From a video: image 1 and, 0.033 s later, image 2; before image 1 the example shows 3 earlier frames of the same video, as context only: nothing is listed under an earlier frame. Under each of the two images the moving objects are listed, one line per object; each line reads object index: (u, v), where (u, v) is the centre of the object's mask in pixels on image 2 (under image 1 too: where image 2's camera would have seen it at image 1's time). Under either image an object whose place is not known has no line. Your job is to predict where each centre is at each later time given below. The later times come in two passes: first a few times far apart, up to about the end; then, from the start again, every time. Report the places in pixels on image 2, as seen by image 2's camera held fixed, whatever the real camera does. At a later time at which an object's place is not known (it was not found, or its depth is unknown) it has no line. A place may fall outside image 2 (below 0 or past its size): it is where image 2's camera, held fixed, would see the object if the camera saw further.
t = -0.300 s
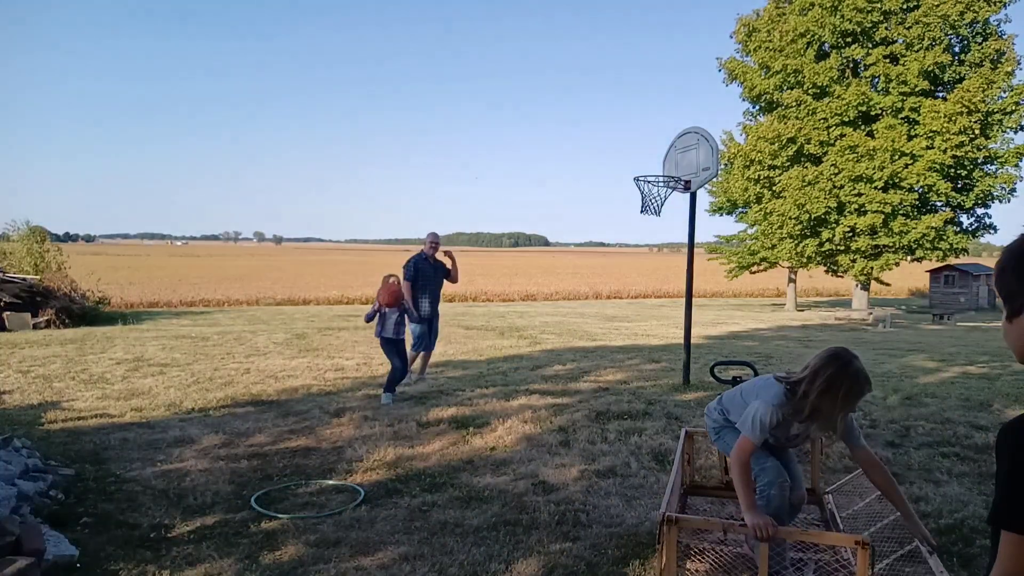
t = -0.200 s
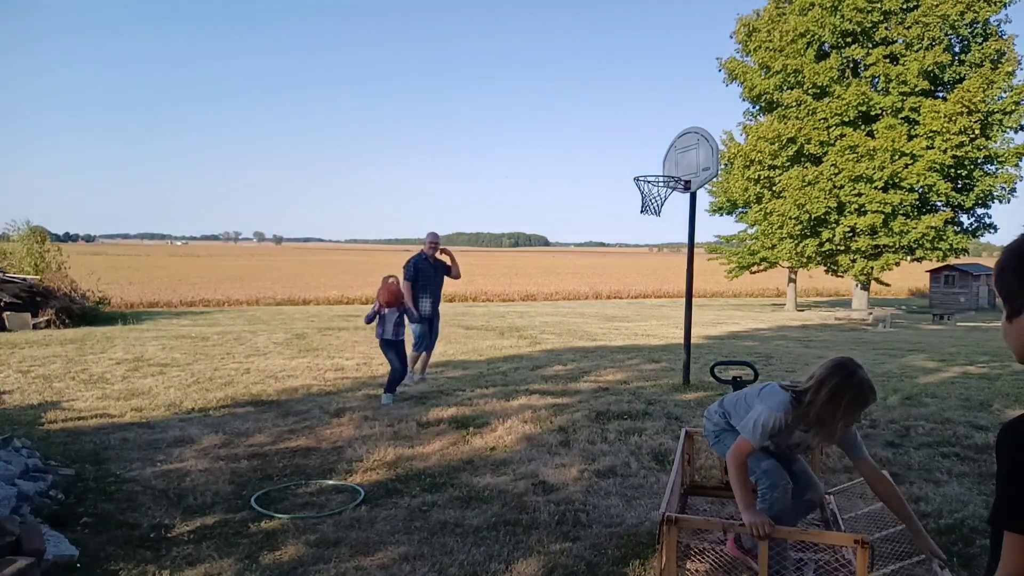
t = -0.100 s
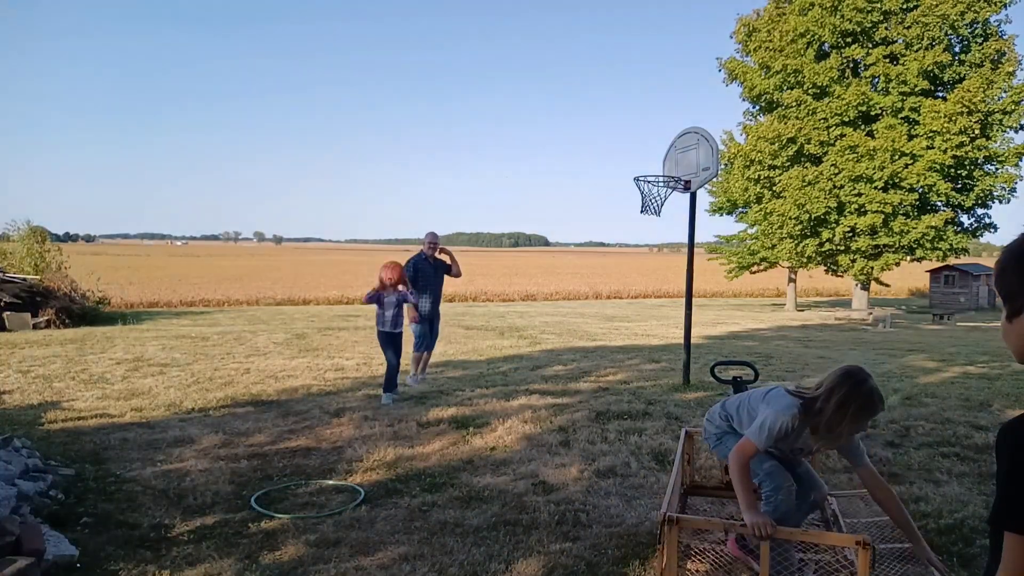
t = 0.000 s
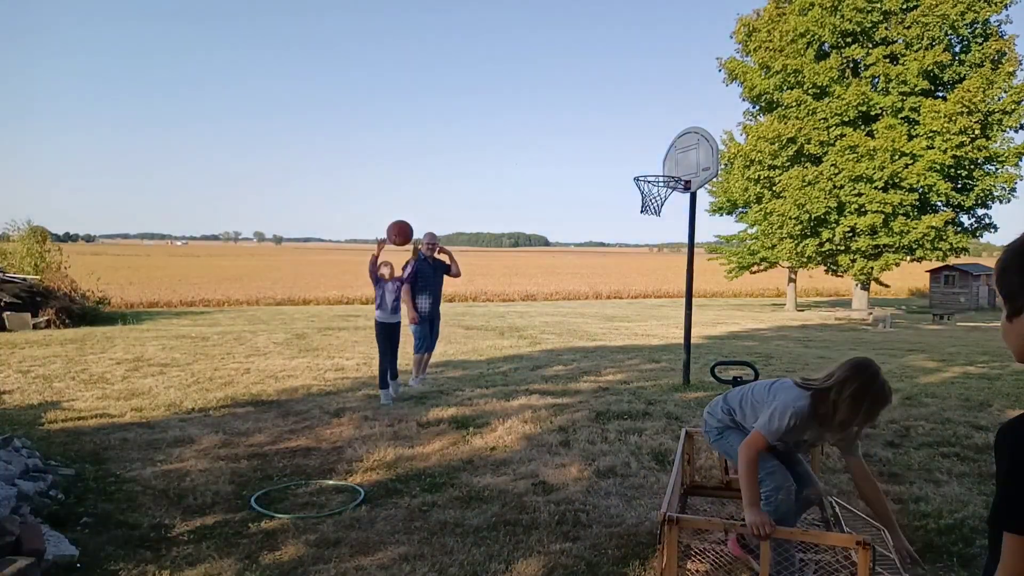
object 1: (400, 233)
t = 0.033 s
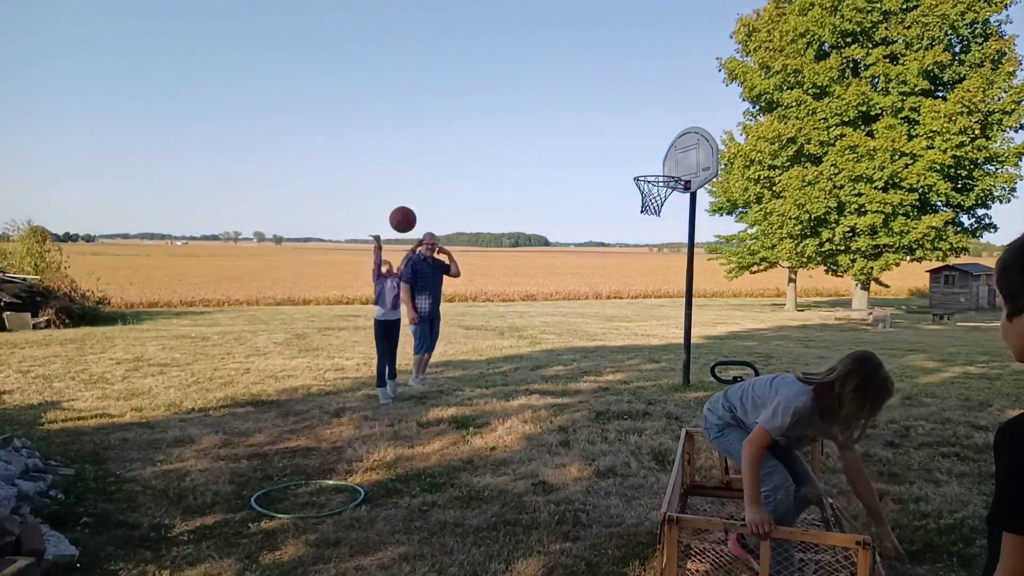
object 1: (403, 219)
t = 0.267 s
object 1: (425, 153)
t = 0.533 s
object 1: (453, 153)
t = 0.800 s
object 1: (484, 258)
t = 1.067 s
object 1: (516, 465)
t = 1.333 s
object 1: (526, 349)
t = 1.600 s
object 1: (535, 342)
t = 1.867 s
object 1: (540, 456)
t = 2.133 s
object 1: (561, 446)
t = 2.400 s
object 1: (585, 501)
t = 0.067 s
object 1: (406, 207)
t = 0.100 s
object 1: (409, 195)
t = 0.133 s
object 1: (412, 185)
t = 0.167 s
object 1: (415, 175)
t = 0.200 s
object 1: (418, 166)
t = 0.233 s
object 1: (421, 159)
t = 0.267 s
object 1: (425, 153)
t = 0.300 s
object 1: (428, 148)
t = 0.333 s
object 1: (431, 144)
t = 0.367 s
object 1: (435, 142)
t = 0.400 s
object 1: (438, 141)
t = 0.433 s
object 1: (442, 142)
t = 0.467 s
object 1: (446, 144)
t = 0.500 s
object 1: (449, 148)
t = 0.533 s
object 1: (453, 153)
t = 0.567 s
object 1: (457, 160)
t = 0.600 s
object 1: (461, 169)
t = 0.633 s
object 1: (465, 179)
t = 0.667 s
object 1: (468, 191)
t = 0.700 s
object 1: (472, 205)
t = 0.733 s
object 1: (476, 221)
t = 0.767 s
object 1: (480, 238)
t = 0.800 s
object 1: (484, 258)
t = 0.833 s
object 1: (488, 280)
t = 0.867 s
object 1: (492, 304)
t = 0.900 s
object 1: (496, 330)
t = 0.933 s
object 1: (500, 359)
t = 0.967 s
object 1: (504, 389)
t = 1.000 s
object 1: (509, 423)
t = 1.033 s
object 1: (513, 459)
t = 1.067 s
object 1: (516, 465)
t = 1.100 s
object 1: (517, 445)
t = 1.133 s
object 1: (519, 426)
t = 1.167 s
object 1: (520, 410)
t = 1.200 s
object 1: (521, 394)
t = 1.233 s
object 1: (523, 380)
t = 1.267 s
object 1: (524, 368)
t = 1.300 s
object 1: (525, 357)
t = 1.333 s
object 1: (526, 349)
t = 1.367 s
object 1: (527, 341)
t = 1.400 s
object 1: (529, 336)
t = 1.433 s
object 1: (530, 332)
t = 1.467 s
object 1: (531, 330)
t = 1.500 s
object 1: (532, 330)
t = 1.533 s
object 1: (533, 332)
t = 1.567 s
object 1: (534, 336)
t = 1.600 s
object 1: (535, 342)
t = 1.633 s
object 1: (536, 349)
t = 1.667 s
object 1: (536, 358)
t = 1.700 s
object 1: (538, 370)
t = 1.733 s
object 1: (538, 383)
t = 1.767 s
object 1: (539, 398)
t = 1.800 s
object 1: (539, 416)
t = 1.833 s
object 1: (540, 435)
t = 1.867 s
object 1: (540, 456)
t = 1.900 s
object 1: (541, 481)
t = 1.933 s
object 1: (542, 487)
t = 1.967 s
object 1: (545, 476)
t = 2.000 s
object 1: (549, 466)
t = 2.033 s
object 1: (551, 459)
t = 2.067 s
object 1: (555, 453)
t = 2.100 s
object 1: (558, 448)
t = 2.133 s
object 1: (561, 446)
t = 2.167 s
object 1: (564, 446)
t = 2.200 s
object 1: (567, 447)
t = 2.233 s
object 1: (570, 450)
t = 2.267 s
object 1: (573, 456)
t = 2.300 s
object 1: (576, 464)
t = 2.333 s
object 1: (579, 474)
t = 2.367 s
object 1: (582, 486)
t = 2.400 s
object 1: (585, 501)
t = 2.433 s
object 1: (588, 510)
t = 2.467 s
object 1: (590, 506)
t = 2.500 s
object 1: (592, 501)
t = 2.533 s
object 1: (593, 497)
